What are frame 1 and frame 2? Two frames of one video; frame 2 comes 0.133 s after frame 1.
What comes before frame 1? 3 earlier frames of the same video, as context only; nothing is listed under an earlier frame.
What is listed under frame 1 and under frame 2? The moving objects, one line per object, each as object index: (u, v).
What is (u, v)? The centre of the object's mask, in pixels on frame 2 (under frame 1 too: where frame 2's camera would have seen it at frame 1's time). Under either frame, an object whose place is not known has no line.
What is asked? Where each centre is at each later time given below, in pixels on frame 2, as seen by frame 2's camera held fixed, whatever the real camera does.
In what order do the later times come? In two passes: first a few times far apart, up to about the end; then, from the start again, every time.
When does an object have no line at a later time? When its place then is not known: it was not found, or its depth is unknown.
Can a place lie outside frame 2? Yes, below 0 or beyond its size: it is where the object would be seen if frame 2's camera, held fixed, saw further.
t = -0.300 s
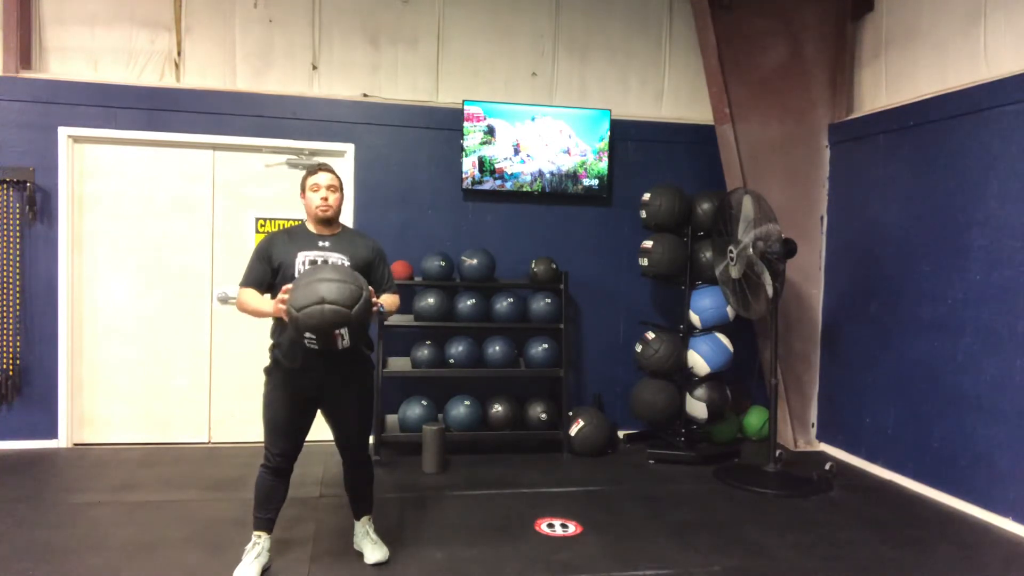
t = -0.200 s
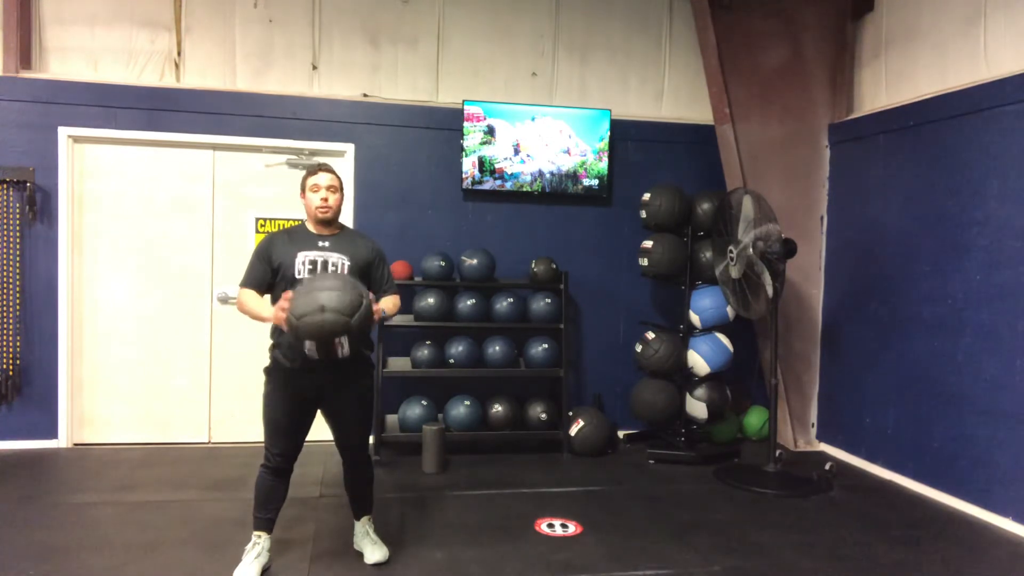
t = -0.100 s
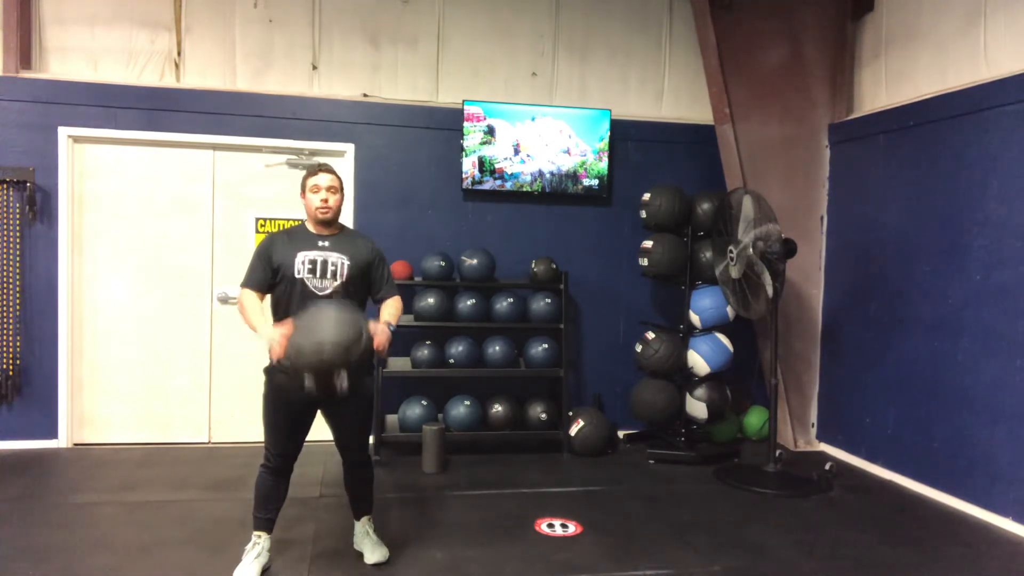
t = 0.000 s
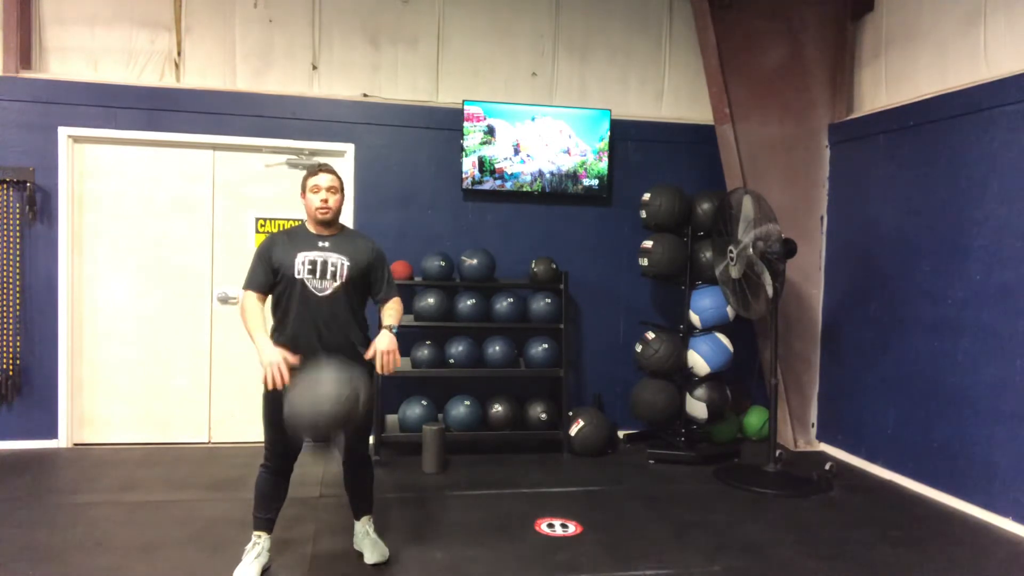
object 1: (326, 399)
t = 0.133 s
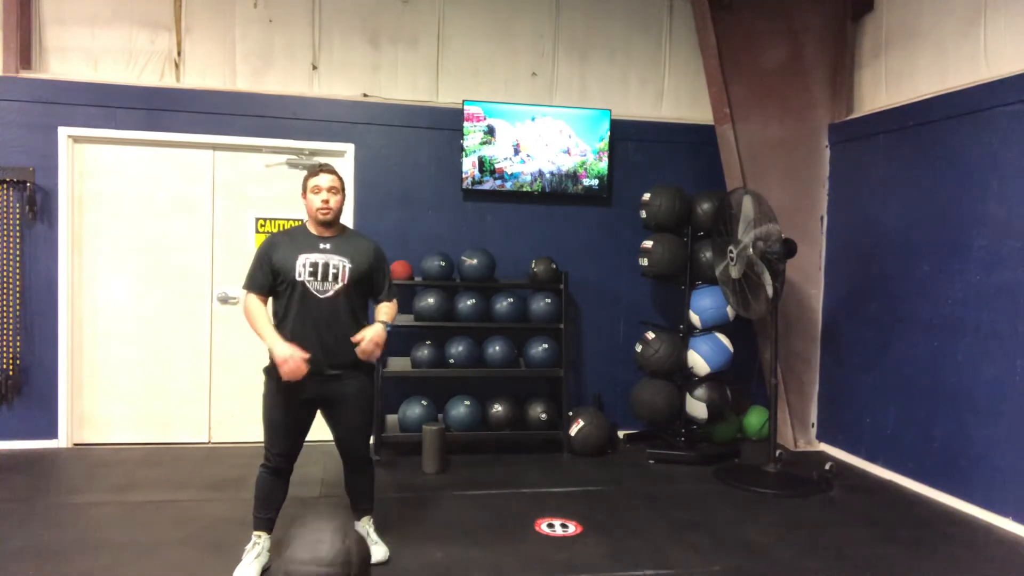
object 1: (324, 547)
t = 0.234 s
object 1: (329, 526)
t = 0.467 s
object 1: (335, 508)
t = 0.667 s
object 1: (338, 540)
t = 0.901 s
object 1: (342, 543)
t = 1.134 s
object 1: (346, 541)
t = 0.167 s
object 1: (325, 547)
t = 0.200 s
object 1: (325, 539)
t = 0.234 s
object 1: (329, 526)
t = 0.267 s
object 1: (330, 516)
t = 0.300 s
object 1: (331, 509)
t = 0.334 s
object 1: (333, 505)
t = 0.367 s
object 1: (333, 502)
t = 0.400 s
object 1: (334, 502)
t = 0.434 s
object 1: (334, 504)
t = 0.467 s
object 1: (335, 508)
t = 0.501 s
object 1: (336, 516)
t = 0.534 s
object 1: (335, 525)
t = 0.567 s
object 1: (335, 537)
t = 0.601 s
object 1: (336, 545)
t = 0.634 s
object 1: (336, 544)
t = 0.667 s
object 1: (338, 540)
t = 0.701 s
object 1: (338, 537)
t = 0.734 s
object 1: (339, 535)
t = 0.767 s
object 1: (340, 535)
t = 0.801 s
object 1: (341, 536)
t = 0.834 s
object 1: (341, 539)
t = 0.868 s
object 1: (342, 543)
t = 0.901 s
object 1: (342, 543)
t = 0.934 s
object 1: (343, 541)
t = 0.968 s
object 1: (343, 541)
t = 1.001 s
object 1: (344, 541)
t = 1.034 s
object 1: (344, 542)
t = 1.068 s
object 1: (345, 542)
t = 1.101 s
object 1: (345, 541)
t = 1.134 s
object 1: (346, 541)
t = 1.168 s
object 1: (346, 541)
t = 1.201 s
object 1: (347, 542)
